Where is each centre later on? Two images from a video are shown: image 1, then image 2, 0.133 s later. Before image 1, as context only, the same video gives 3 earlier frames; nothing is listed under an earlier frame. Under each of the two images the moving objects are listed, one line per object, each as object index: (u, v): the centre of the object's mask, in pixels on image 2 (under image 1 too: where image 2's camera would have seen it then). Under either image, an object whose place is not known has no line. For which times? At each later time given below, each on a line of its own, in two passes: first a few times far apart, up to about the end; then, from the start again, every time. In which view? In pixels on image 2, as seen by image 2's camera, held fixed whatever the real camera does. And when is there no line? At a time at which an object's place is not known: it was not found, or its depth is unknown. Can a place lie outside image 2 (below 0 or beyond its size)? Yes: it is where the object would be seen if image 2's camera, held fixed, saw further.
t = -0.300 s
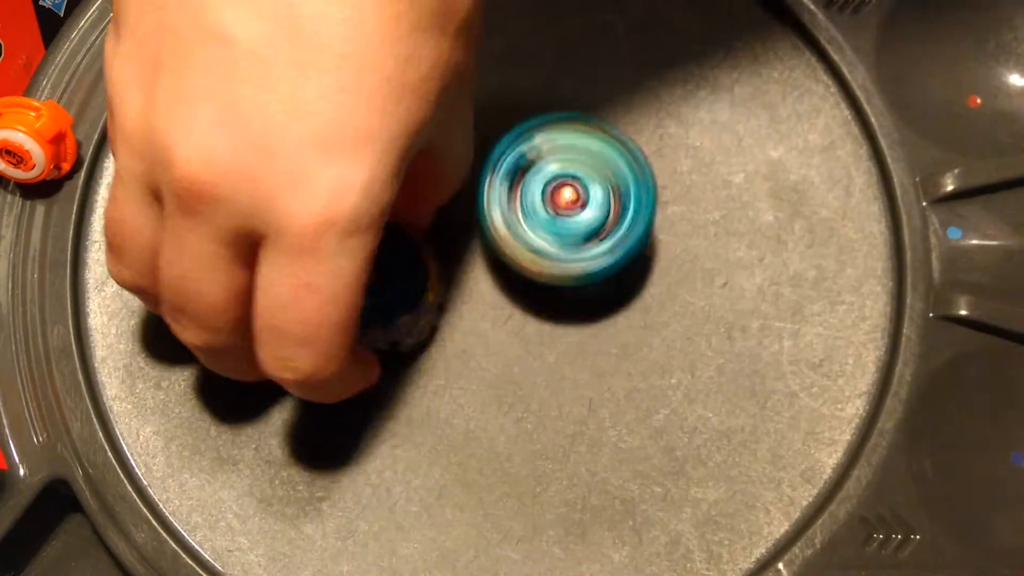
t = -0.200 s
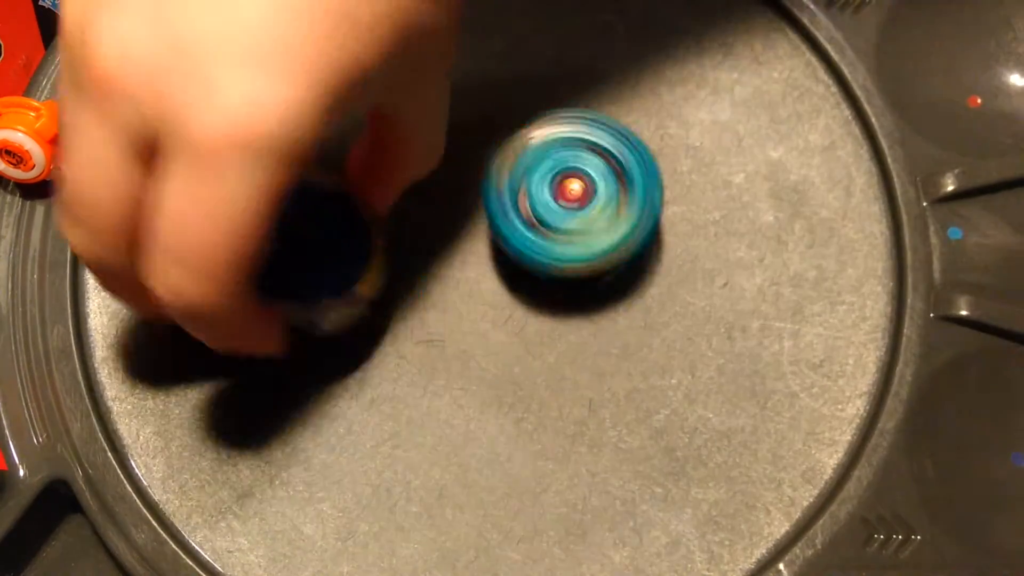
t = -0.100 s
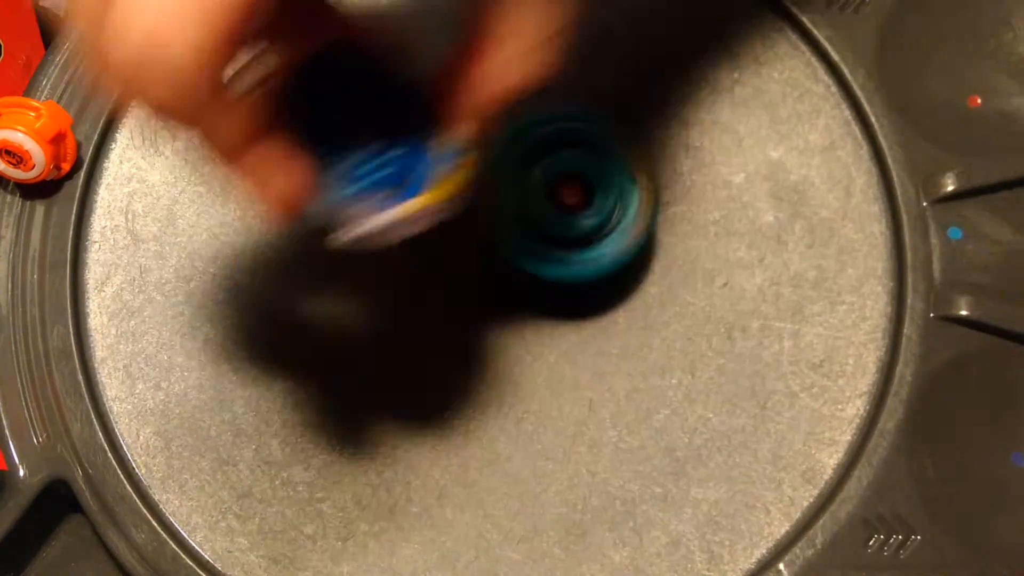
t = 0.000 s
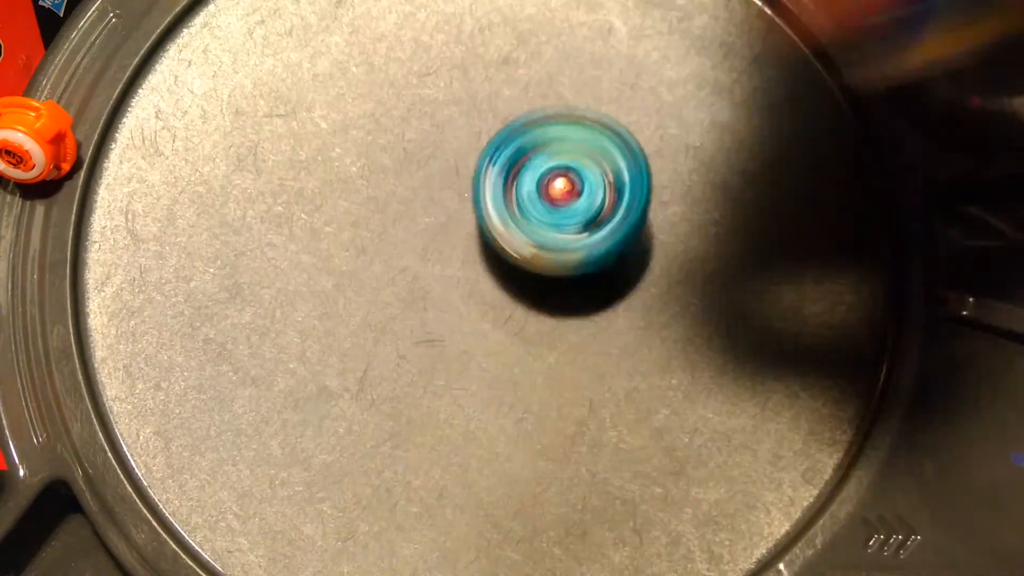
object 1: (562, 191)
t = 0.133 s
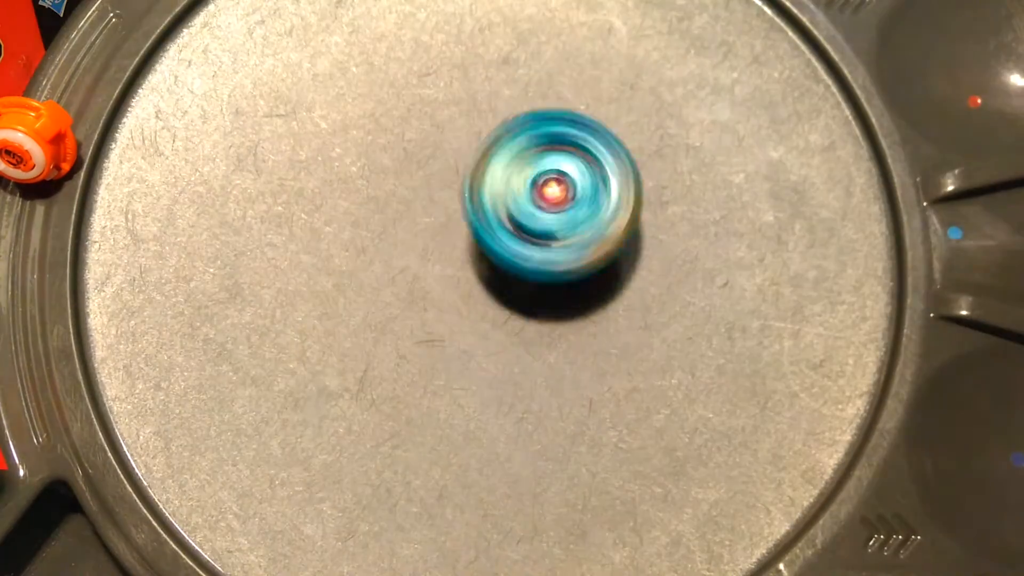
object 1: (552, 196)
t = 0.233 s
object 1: (539, 196)
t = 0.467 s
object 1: (500, 199)
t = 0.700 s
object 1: (472, 195)
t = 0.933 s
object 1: (466, 198)
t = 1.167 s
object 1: (475, 217)
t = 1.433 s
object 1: (490, 254)
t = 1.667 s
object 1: (493, 286)
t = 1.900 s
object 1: (498, 291)
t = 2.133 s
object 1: (518, 275)
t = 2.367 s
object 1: (553, 248)
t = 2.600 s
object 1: (580, 227)
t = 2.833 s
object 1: (583, 223)
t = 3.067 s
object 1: (565, 217)
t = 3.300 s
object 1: (527, 199)
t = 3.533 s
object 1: (498, 182)
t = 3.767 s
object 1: (489, 179)
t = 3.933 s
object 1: (487, 190)
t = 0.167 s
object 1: (549, 194)
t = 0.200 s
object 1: (545, 199)
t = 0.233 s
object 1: (539, 196)
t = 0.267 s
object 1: (537, 199)
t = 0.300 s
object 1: (528, 197)
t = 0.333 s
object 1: (526, 199)
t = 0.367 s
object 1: (517, 200)
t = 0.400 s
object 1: (513, 199)
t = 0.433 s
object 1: (506, 202)
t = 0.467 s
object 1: (500, 199)
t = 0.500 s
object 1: (497, 202)
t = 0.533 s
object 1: (490, 198)
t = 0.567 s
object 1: (489, 200)
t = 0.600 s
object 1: (482, 199)
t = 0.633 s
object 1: (479, 195)
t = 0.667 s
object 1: (476, 199)
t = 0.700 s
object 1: (472, 195)
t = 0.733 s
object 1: (473, 198)
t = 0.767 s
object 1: (468, 195)
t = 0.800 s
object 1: (471, 196)
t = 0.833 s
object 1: (465, 197)
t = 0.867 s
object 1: (466, 193)
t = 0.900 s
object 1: (468, 202)
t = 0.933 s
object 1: (466, 198)
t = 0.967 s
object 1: (472, 204)
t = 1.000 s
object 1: (467, 204)
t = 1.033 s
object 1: (467, 203)
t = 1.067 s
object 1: (470, 212)
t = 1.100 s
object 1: (475, 210)
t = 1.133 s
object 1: (476, 218)
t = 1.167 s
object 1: (475, 217)
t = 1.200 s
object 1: (480, 220)
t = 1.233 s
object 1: (480, 227)
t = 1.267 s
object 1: (481, 229)
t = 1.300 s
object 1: (484, 237)
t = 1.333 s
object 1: (486, 239)
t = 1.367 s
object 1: (489, 247)
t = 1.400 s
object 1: (487, 251)
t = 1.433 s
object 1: (490, 254)
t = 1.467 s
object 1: (489, 264)
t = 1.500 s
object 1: (490, 267)
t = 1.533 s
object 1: (492, 274)
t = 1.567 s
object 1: (491, 277)
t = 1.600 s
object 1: (495, 280)
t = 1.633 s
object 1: (493, 288)
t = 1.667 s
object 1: (493, 286)
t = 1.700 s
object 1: (496, 292)
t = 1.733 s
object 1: (493, 291)
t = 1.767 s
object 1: (498, 291)
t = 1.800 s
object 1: (495, 296)
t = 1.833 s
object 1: (495, 291)
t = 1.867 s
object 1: (500, 295)
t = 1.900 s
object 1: (498, 291)
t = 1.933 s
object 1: (503, 288)
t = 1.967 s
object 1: (502, 289)
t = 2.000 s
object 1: (505, 283)
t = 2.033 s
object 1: (510, 285)
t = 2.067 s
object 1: (509, 281)
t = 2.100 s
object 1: (515, 275)
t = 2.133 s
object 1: (518, 275)
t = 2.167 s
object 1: (522, 270)
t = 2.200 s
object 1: (528, 266)
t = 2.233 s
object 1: (531, 262)
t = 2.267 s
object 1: (537, 256)
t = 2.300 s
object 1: (541, 256)
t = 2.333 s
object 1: (545, 251)
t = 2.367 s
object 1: (553, 248)
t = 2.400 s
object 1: (556, 244)
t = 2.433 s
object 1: (560, 238)
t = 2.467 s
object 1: (565, 239)
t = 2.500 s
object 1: (568, 236)
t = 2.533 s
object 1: (576, 233)
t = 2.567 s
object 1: (576, 232)
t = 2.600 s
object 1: (580, 227)
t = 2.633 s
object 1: (584, 230)
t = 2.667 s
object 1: (583, 226)
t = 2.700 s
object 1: (589, 225)
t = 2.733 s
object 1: (586, 227)
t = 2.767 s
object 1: (586, 222)
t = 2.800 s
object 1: (588, 226)
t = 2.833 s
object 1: (583, 223)
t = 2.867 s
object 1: (586, 221)
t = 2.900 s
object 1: (583, 223)
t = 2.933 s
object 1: (579, 219)
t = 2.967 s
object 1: (580, 220)
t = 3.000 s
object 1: (573, 219)
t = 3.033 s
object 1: (568, 216)
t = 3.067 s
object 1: (565, 217)
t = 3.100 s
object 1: (559, 214)
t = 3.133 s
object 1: (555, 211)
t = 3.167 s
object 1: (548, 210)
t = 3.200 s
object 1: (542, 207)
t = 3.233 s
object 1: (539, 207)
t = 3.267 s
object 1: (532, 203)
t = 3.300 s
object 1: (527, 199)
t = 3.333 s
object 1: (522, 198)
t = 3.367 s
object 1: (517, 194)
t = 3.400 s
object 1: (515, 192)
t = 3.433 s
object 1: (509, 190)
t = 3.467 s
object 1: (504, 185)
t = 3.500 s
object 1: (503, 186)
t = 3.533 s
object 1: (498, 182)
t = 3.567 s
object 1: (495, 178)
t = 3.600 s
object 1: (492, 180)
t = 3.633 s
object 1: (490, 176)
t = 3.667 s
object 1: (491, 177)
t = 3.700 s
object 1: (485, 179)
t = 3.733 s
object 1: (484, 174)
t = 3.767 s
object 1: (489, 179)
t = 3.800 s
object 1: (485, 180)
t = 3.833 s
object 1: (484, 180)
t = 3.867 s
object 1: (485, 187)
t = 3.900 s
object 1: (484, 187)
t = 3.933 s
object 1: (487, 190)
